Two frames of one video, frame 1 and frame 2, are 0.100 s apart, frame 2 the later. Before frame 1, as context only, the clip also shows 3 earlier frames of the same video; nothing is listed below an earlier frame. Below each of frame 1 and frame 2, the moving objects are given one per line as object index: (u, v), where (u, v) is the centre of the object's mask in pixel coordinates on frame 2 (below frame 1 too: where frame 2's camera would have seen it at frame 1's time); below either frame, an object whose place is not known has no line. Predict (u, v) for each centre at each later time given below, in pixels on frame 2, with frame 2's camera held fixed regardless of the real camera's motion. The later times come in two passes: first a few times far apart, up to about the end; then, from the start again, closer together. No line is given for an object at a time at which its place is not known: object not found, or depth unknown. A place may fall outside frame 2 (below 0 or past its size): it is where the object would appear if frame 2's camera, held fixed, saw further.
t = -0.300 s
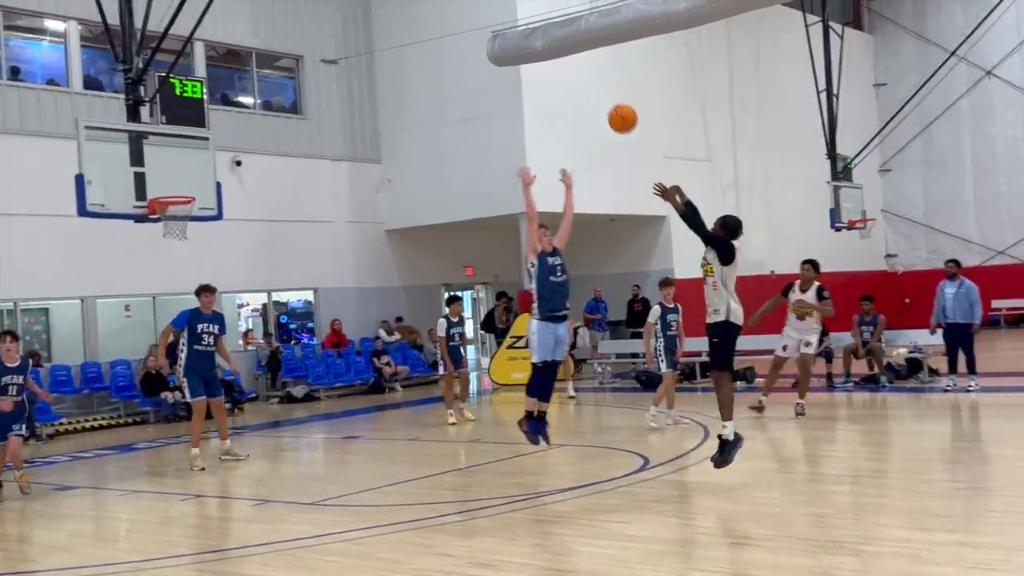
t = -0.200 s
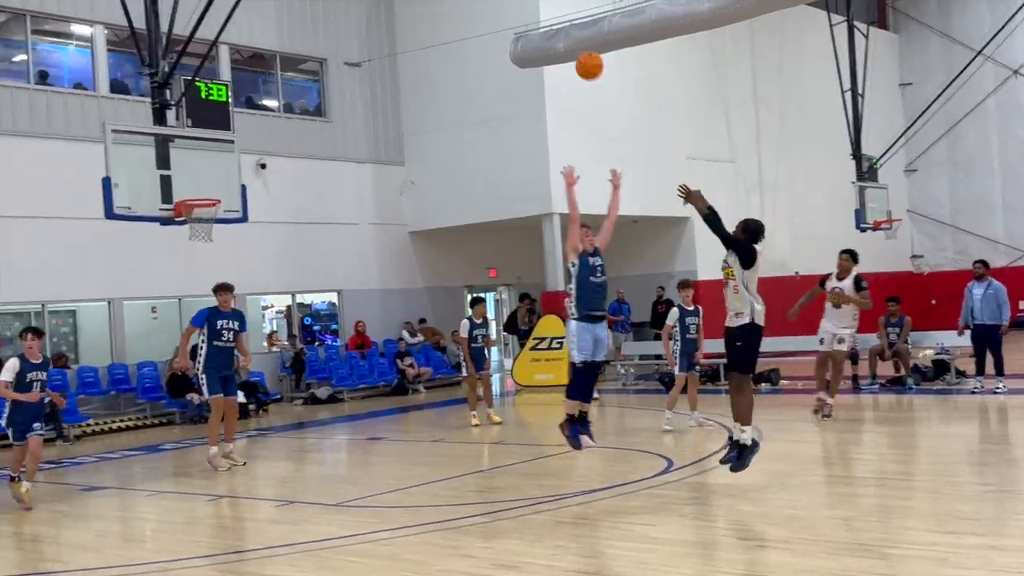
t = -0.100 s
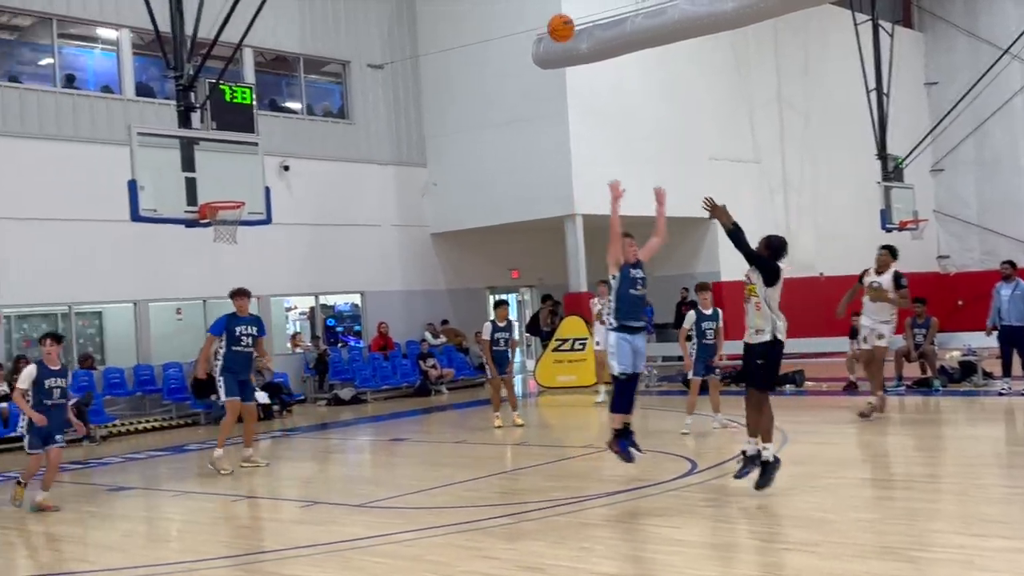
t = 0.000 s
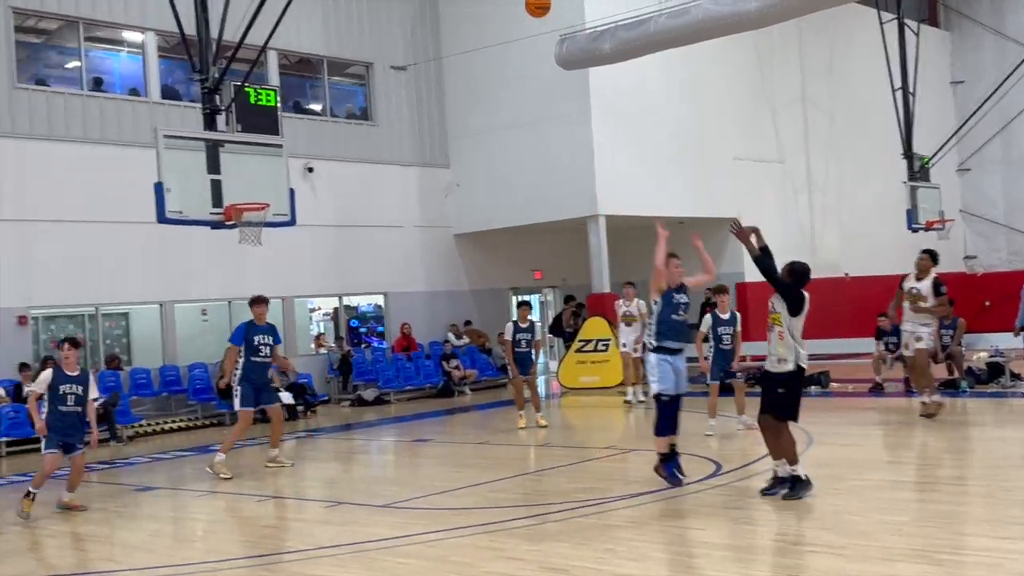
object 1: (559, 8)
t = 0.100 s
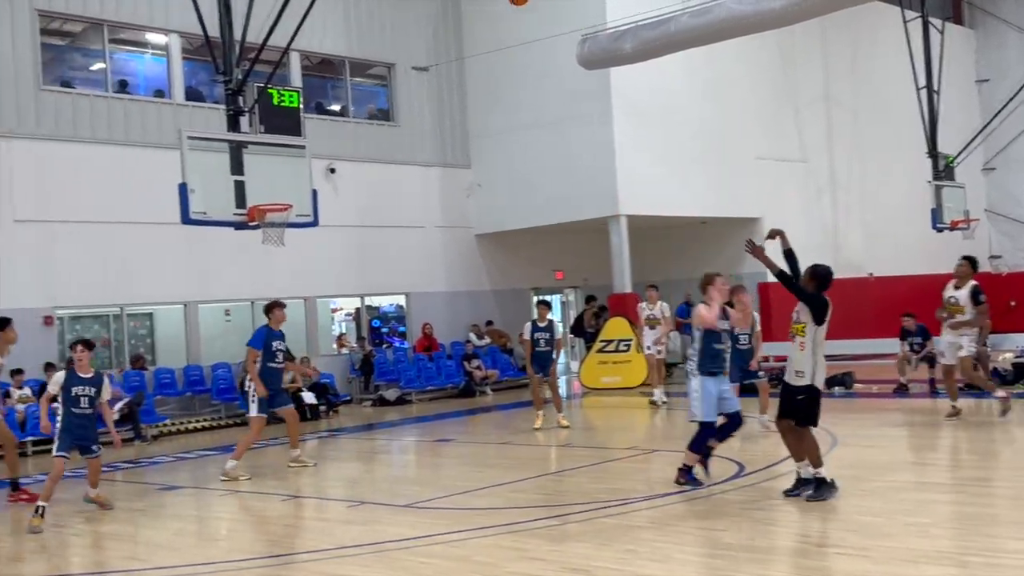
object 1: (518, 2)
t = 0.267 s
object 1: (458, 4)
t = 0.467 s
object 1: (398, 33)
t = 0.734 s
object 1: (332, 126)
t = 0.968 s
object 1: (323, 225)
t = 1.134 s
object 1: (384, 292)
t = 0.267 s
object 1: (458, 4)
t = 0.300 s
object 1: (447, 6)
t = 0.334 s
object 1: (437, 8)
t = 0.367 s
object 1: (426, 12)
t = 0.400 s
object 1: (417, 17)
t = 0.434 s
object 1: (407, 24)
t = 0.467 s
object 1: (398, 33)
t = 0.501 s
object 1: (388, 42)
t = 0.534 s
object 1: (380, 52)
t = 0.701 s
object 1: (339, 112)
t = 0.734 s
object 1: (332, 126)
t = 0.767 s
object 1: (325, 140)
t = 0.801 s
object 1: (317, 156)
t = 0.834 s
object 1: (310, 173)
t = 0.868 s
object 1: (303, 189)
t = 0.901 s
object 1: (298, 204)
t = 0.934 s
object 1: (311, 215)
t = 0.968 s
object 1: (323, 225)
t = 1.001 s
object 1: (335, 237)
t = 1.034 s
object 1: (347, 249)
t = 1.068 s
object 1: (360, 263)
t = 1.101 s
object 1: (372, 277)
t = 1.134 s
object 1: (384, 292)
